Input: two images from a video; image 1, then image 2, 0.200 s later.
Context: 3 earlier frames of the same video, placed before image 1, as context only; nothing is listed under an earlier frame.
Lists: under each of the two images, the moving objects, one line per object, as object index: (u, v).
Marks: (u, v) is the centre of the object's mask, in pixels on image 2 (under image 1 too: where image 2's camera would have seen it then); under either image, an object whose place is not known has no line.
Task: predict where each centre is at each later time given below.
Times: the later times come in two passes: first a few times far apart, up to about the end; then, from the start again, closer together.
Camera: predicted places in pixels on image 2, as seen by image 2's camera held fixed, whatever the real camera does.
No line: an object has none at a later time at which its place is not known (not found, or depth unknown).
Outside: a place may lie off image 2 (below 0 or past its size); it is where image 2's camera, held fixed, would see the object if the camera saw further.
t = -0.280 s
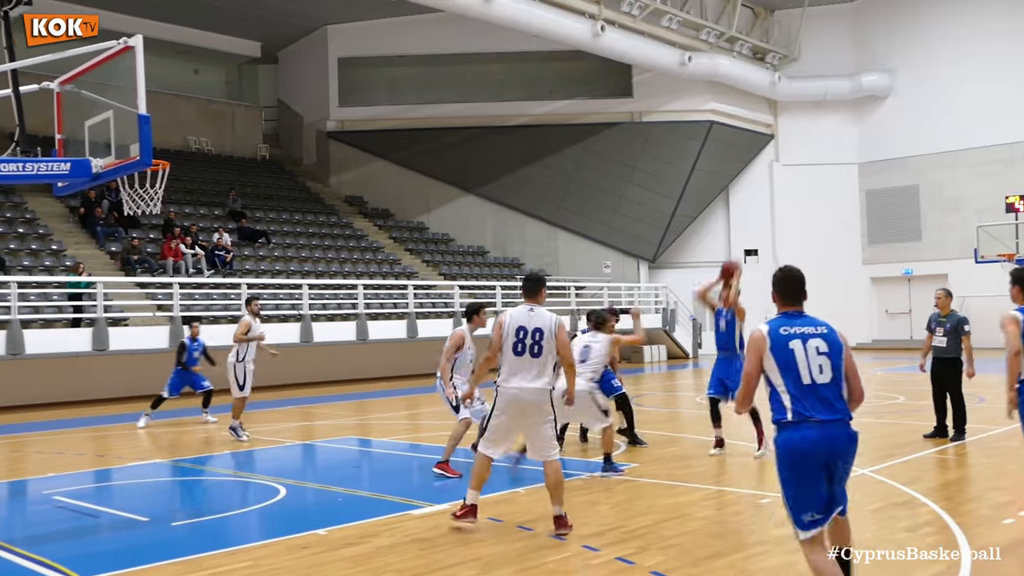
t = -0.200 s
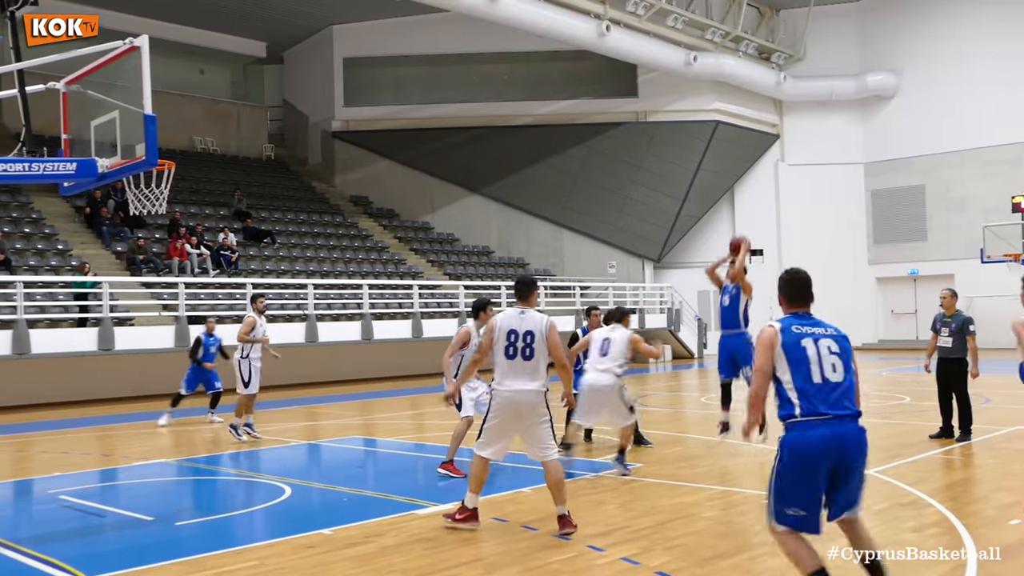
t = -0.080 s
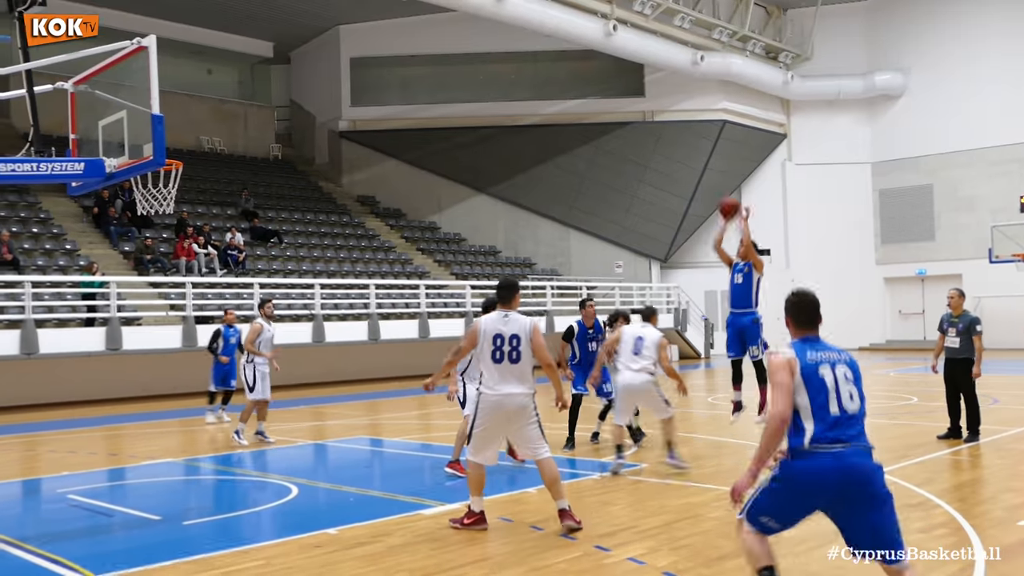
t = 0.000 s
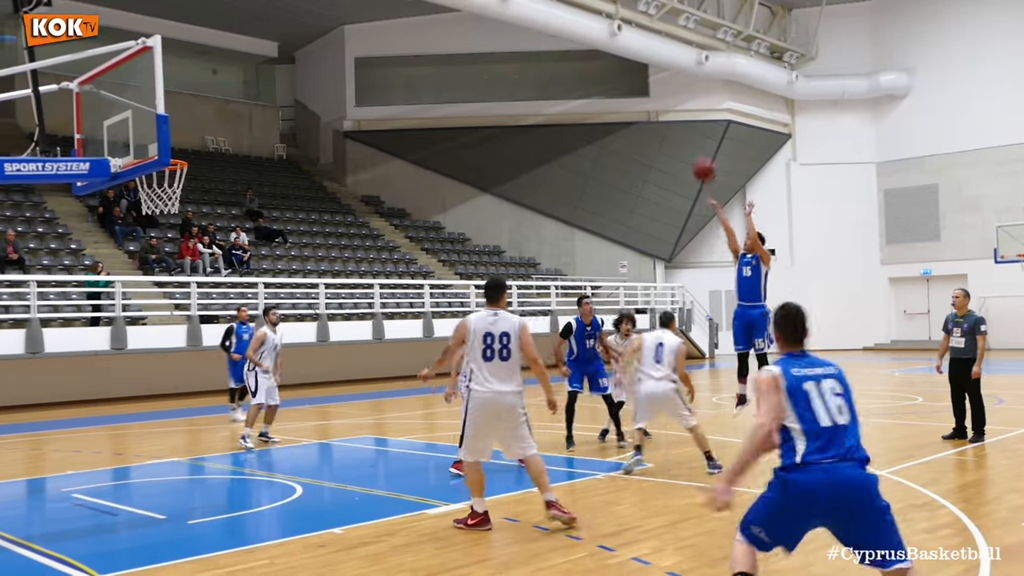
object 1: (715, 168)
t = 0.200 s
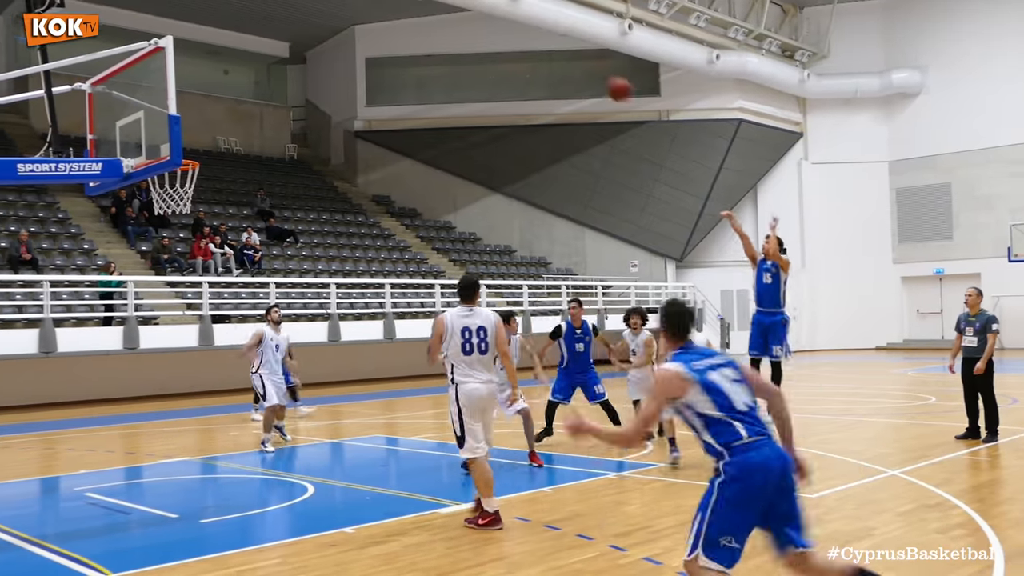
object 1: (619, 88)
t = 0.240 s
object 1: (599, 77)
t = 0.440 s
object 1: (499, 37)
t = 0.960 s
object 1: (218, 112)
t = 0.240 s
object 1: (599, 77)
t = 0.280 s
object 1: (580, 65)
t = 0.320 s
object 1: (561, 59)
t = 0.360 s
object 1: (540, 50)
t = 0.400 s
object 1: (520, 43)
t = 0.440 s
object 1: (499, 37)
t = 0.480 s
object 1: (479, 34)
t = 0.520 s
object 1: (456, 31)
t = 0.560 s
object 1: (435, 31)
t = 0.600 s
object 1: (416, 31)
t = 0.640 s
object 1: (395, 34)
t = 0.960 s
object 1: (218, 112)
